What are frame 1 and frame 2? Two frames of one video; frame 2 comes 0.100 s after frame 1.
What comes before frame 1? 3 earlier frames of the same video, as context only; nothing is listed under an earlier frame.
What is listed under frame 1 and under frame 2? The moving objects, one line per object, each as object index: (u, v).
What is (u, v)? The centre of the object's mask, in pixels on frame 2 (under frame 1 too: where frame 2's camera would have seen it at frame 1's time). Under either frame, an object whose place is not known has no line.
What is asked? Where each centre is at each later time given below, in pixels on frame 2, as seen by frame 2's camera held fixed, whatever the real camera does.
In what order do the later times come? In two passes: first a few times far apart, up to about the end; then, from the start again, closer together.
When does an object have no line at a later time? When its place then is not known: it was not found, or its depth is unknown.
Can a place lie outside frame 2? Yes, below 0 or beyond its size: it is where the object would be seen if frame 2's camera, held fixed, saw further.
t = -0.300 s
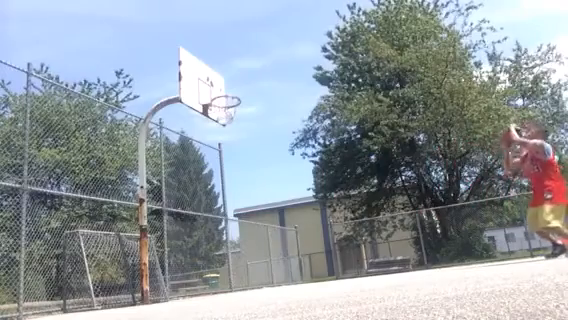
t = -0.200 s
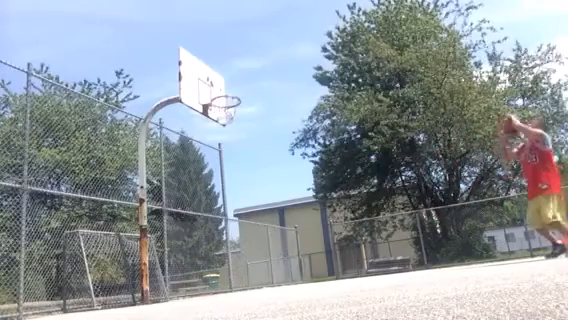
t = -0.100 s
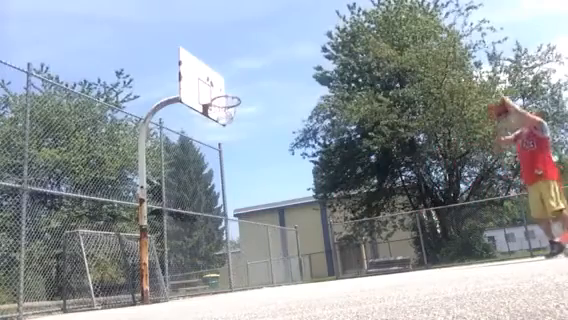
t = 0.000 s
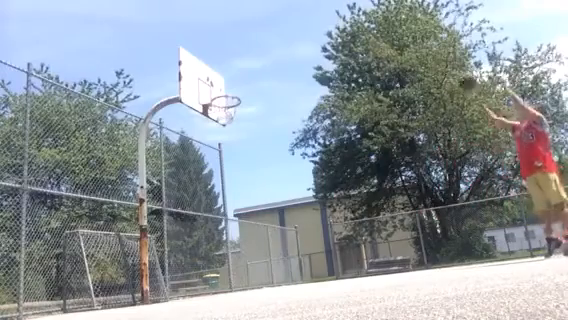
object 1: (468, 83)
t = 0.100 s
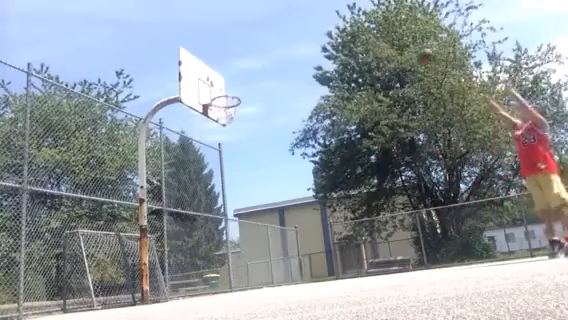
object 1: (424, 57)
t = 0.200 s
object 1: (392, 41)
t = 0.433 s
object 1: (322, 33)
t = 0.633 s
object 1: (273, 50)
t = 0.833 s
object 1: (232, 86)
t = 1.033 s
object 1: (230, 120)
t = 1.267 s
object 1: (248, 133)
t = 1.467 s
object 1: (265, 168)
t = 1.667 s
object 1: (287, 231)
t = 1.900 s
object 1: (298, 233)
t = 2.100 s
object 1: (294, 176)
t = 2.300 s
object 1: (294, 146)
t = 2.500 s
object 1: (296, 144)
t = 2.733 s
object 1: (304, 176)
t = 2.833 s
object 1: (312, 205)
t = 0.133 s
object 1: (414, 53)
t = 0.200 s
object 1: (392, 41)
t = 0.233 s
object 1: (381, 39)
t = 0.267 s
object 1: (369, 37)
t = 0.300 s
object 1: (360, 33)
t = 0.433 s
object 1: (322, 33)
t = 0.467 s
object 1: (313, 35)
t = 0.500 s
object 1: (305, 37)
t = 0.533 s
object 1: (297, 39)
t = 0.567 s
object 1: (289, 42)
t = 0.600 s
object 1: (281, 46)
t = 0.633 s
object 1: (273, 50)
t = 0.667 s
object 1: (266, 55)
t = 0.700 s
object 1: (259, 60)
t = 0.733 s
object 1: (252, 66)
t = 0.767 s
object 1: (244, 72)
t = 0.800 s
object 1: (238, 79)
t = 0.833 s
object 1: (232, 86)
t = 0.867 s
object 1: (225, 93)
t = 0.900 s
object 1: (218, 102)
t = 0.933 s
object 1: (220, 109)
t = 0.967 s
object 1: (224, 117)
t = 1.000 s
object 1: (228, 122)
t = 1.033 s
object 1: (230, 120)
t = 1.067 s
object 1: (233, 120)
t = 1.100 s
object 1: (235, 120)
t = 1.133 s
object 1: (237, 122)
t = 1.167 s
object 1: (240, 124)
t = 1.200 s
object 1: (242, 126)
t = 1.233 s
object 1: (245, 129)
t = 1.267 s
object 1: (248, 133)
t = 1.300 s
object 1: (250, 136)
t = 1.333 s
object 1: (253, 142)
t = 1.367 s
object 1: (256, 148)
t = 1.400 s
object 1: (259, 154)
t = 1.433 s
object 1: (263, 161)
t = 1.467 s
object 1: (265, 168)
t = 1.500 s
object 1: (269, 177)
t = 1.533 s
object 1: (272, 186)
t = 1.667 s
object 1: (287, 231)
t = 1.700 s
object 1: (291, 246)
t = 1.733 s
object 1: (295, 261)
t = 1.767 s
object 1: (299, 274)
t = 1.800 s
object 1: (300, 273)
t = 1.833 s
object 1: (299, 259)
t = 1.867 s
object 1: (298, 245)
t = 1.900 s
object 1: (298, 233)
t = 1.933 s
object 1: (297, 222)
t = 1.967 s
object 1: (296, 211)
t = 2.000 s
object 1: (296, 200)
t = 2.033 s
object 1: (296, 192)
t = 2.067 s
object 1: (295, 184)
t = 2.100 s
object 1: (294, 176)
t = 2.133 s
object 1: (294, 169)
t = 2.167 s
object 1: (294, 163)
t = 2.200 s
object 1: (294, 158)
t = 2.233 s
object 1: (294, 153)
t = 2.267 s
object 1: (294, 150)
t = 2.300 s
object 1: (294, 146)
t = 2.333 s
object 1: (294, 144)
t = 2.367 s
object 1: (294, 143)
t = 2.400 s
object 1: (295, 142)
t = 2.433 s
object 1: (295, 142)
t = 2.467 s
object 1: (295, 142)
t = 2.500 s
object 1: (296, 144)
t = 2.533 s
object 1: (296, 146)
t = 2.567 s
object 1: (298, 149)
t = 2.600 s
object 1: (299, 152)
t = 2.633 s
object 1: (300, 157)
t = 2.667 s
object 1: (302, 161)
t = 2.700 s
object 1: (303, 169)
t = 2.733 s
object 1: (304, 176)
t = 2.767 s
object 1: (307, 184)
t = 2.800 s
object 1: (309, 193)
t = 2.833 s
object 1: (312, 205)
